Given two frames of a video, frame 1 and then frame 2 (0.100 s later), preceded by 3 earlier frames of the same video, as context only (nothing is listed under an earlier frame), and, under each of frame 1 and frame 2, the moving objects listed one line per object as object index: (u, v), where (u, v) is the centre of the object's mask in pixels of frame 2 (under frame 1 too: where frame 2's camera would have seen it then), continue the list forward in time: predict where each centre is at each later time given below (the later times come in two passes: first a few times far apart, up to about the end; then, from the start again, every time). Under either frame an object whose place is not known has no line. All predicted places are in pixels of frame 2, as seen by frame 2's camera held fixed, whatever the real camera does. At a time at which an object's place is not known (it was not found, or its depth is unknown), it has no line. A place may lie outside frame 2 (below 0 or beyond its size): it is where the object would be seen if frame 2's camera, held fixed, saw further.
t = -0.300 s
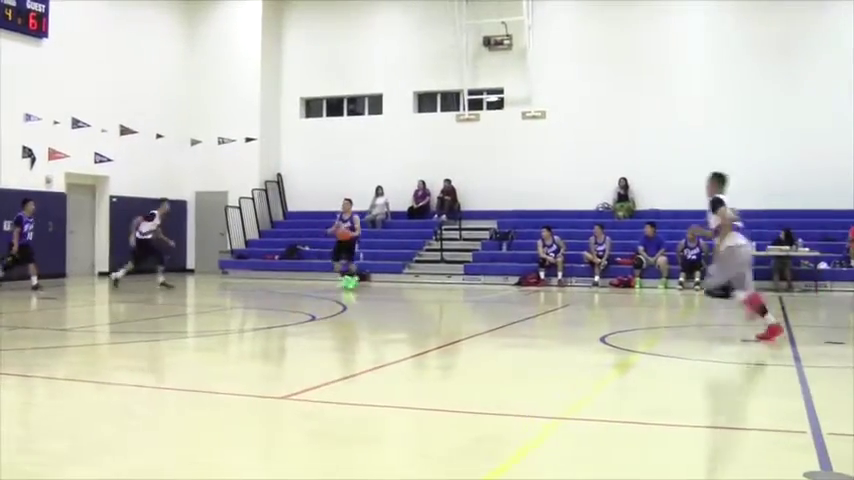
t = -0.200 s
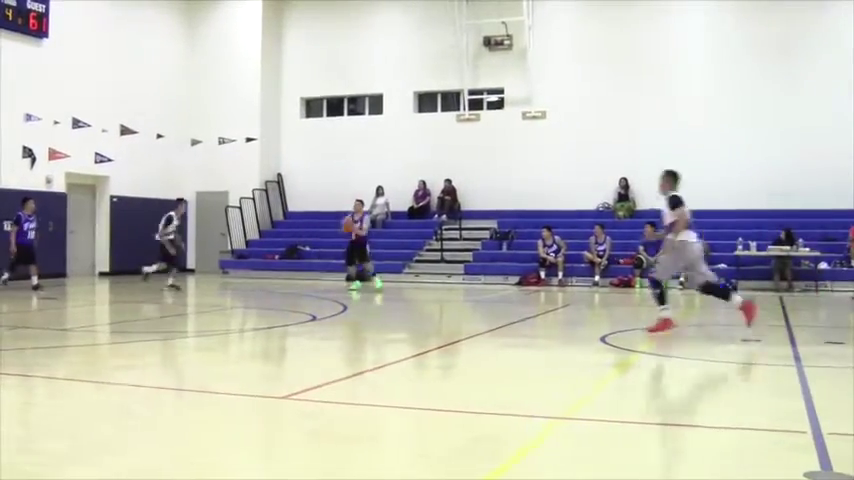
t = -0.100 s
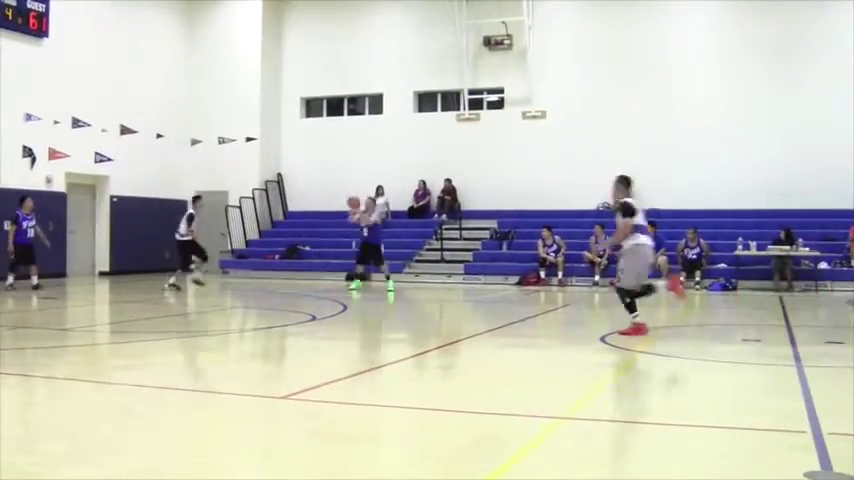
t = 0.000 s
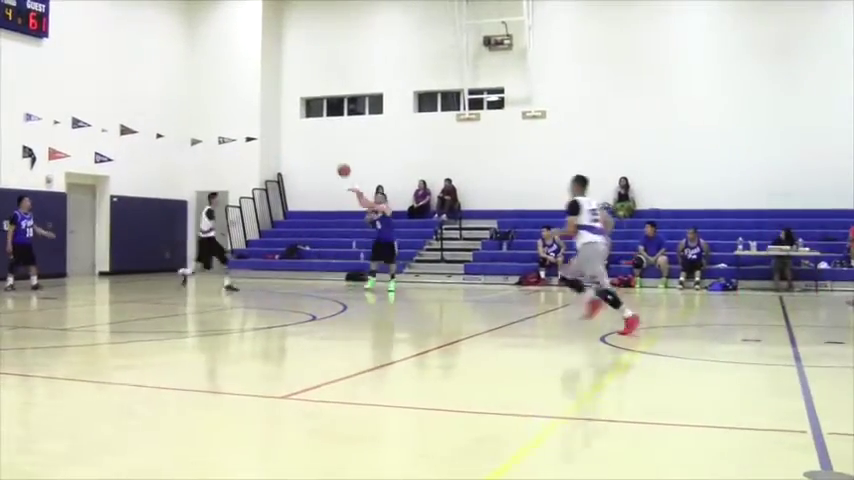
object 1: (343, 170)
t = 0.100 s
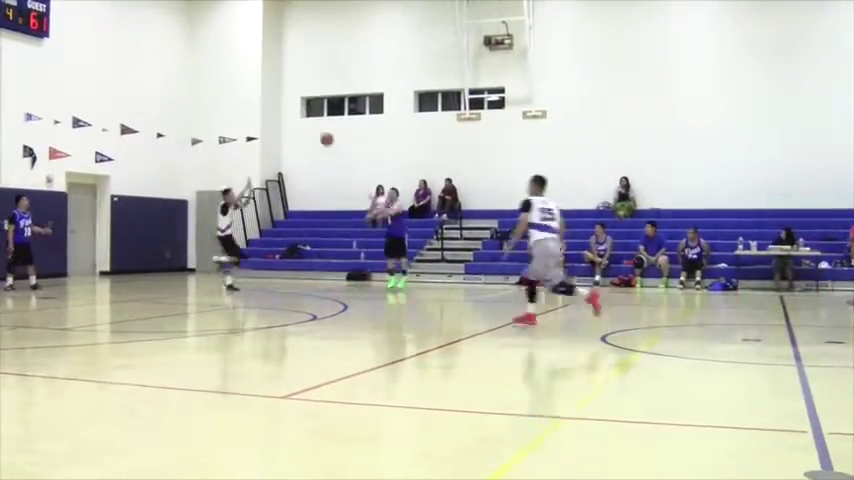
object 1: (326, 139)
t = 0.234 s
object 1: (302, 106)
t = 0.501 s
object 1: (252, 66)
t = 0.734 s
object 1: (205, 64)
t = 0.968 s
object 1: (156, 97)
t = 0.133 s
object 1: (320, 130)
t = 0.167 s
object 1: (315, 121)
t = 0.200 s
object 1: (308, 114)
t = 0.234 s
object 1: (302, 106)
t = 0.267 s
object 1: (296, 99)
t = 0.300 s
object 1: (289, 92)
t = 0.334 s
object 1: (283, 86)
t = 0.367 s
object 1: (277, 81)
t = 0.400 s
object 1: (271, 76)
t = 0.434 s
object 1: (264, 72)
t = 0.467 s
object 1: (258, 69)
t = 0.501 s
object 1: (252, 66)
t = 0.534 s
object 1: (245, 63)
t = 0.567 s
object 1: (238, 62)
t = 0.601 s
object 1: (232, 61)
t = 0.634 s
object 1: (225, 61)
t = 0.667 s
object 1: (219, 62)
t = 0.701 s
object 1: (212, 62)
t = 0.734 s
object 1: (205, 64)
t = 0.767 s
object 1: (198, 67)
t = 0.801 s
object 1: (191, 70)
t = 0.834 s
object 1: (184, 74)
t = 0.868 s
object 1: (177, 78)
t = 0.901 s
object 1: (170, 84)
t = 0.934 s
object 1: (162, 90)
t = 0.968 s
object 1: (156, 97)
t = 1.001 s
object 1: (148, 104)
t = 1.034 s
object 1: (141, 113)
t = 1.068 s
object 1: (133, 122)
